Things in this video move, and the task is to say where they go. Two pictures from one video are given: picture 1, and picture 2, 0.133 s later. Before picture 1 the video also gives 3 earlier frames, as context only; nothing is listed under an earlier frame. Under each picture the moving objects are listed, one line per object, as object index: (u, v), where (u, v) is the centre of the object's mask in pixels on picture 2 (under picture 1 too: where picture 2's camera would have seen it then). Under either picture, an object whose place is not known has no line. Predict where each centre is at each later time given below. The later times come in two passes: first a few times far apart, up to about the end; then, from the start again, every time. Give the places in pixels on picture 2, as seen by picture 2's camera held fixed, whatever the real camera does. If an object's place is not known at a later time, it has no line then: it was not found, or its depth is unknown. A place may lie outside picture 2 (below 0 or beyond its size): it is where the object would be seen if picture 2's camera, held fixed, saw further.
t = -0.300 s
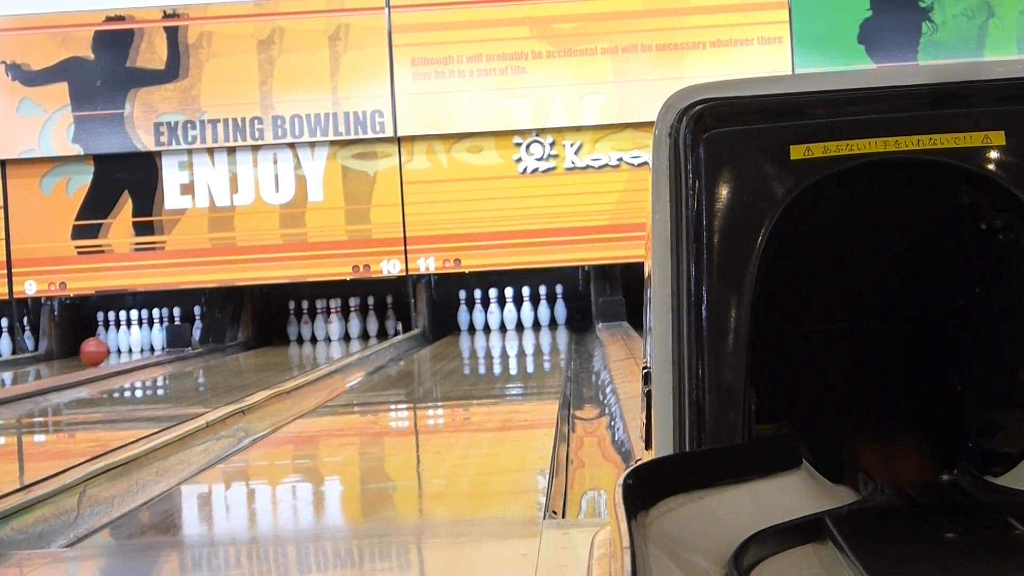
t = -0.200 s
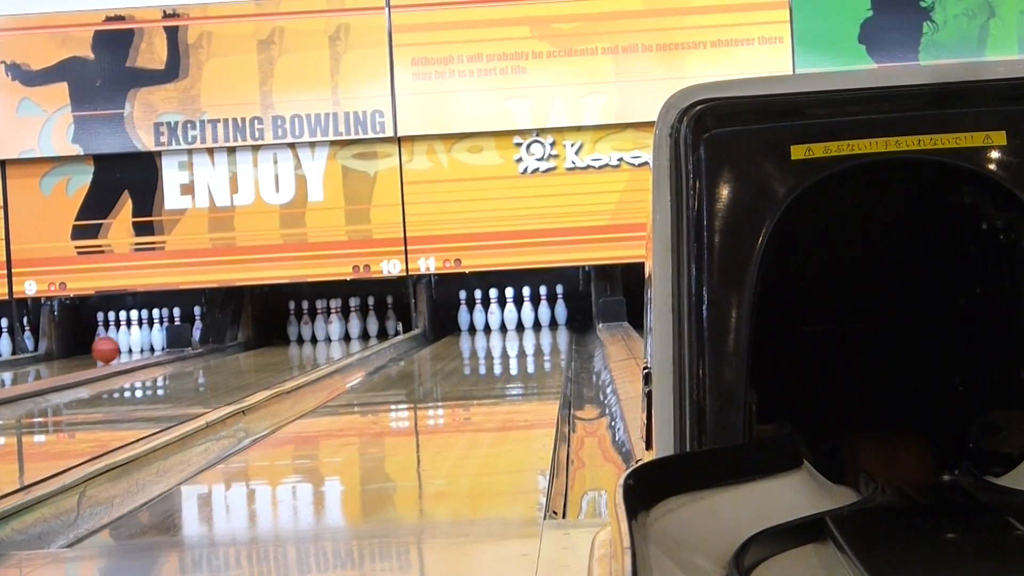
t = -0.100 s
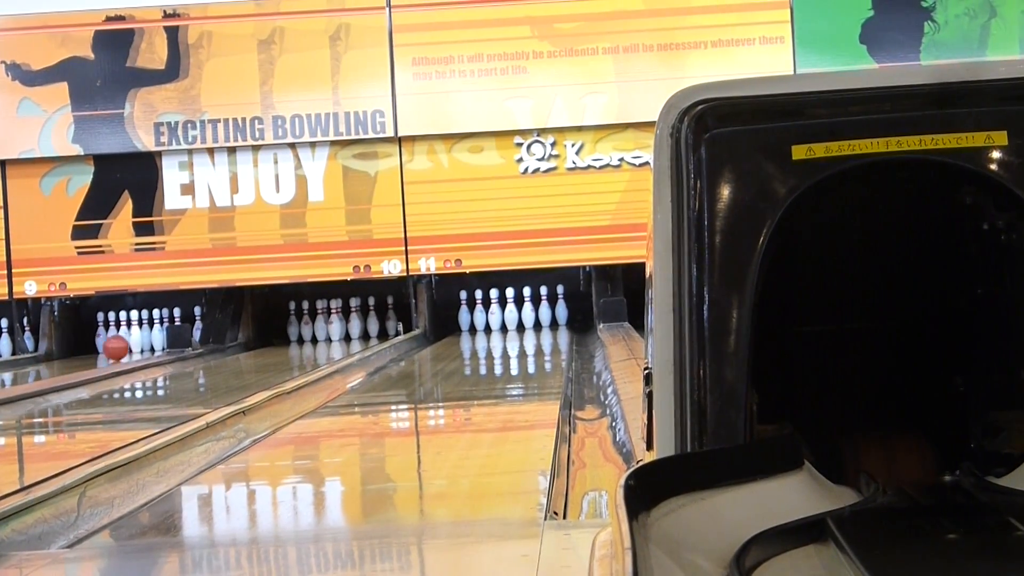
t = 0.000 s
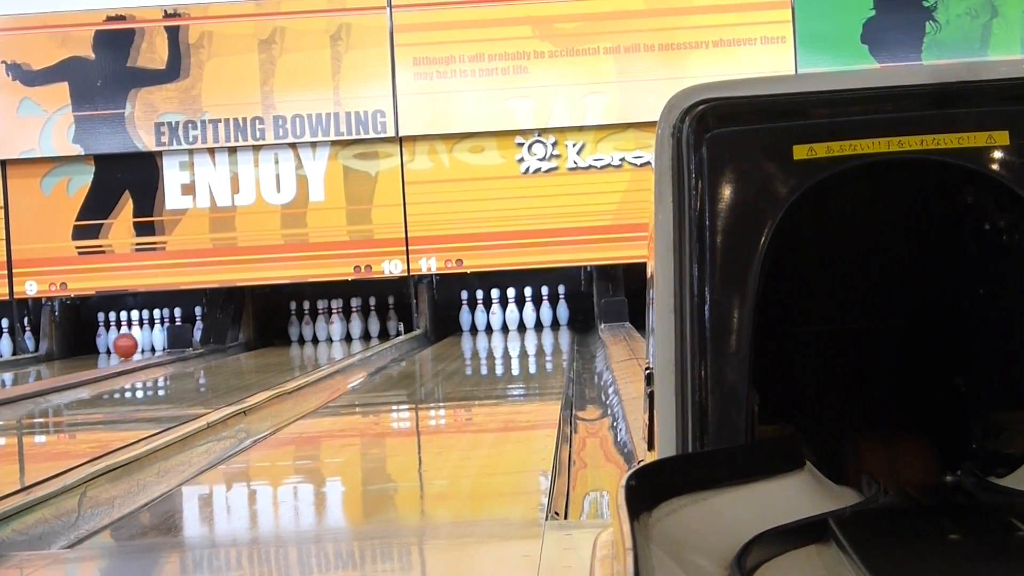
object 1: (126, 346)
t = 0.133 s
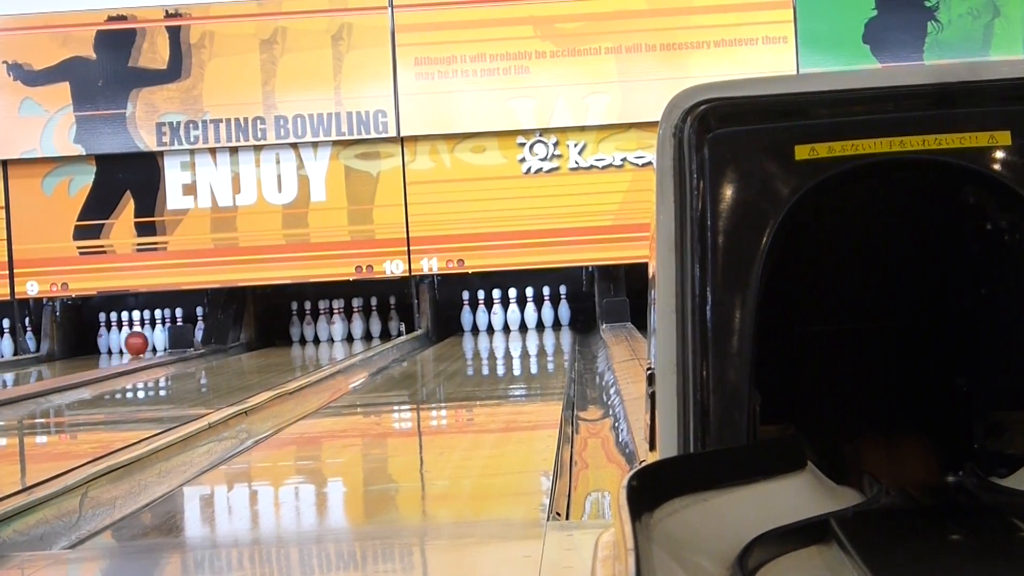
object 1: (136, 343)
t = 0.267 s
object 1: (145, 341)
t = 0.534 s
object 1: (160, 339)
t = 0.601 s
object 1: (163, 338)
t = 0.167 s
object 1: (138, 343)
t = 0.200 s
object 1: (140, 342)
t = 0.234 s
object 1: (142, 341)
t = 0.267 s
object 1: (145, 341)
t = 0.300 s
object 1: (149, 340)
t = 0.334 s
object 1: (152, 340)
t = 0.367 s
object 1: (153, 340)
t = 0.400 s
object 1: (155, 340)
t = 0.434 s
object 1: (157, 340)
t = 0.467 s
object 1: (158, 339)
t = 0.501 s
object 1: (159, 339)
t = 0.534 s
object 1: (160, 339)
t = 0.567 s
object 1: (162, 339)
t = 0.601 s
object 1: (163, 338)
